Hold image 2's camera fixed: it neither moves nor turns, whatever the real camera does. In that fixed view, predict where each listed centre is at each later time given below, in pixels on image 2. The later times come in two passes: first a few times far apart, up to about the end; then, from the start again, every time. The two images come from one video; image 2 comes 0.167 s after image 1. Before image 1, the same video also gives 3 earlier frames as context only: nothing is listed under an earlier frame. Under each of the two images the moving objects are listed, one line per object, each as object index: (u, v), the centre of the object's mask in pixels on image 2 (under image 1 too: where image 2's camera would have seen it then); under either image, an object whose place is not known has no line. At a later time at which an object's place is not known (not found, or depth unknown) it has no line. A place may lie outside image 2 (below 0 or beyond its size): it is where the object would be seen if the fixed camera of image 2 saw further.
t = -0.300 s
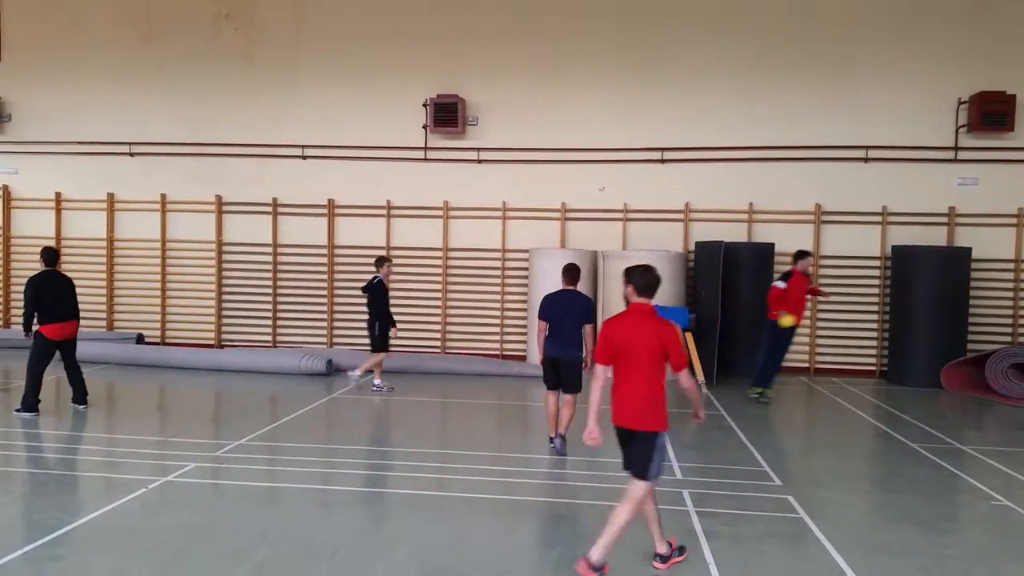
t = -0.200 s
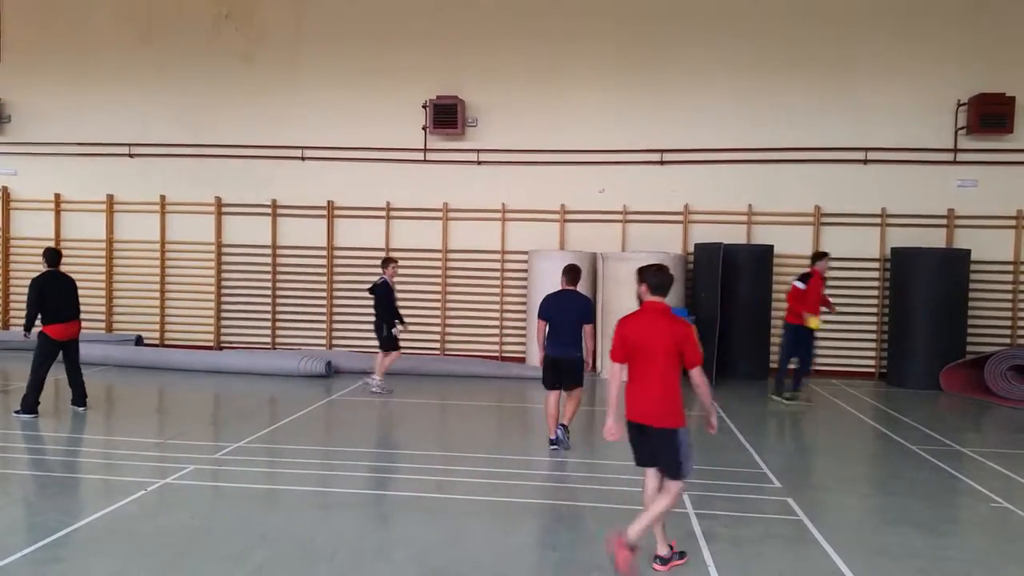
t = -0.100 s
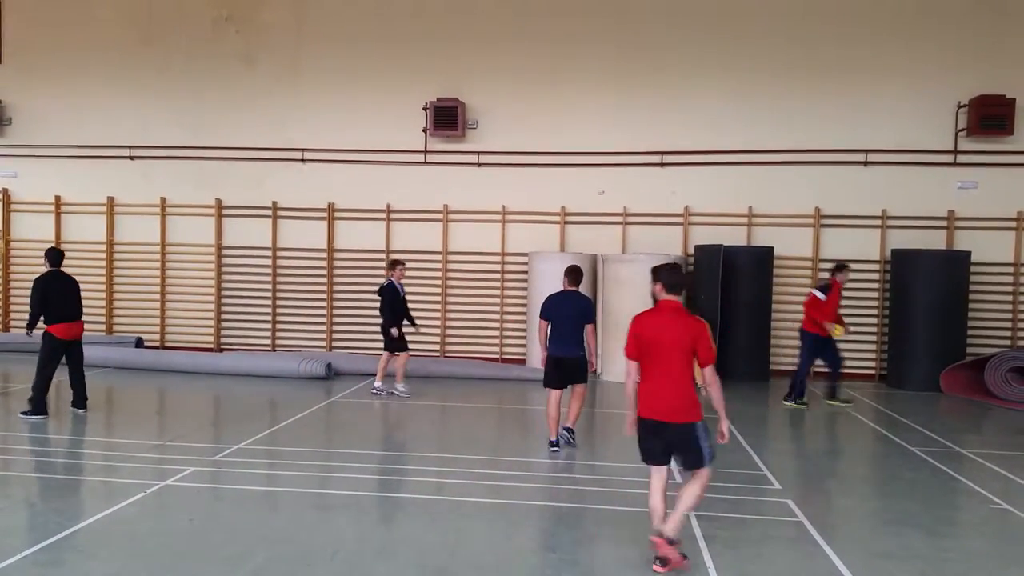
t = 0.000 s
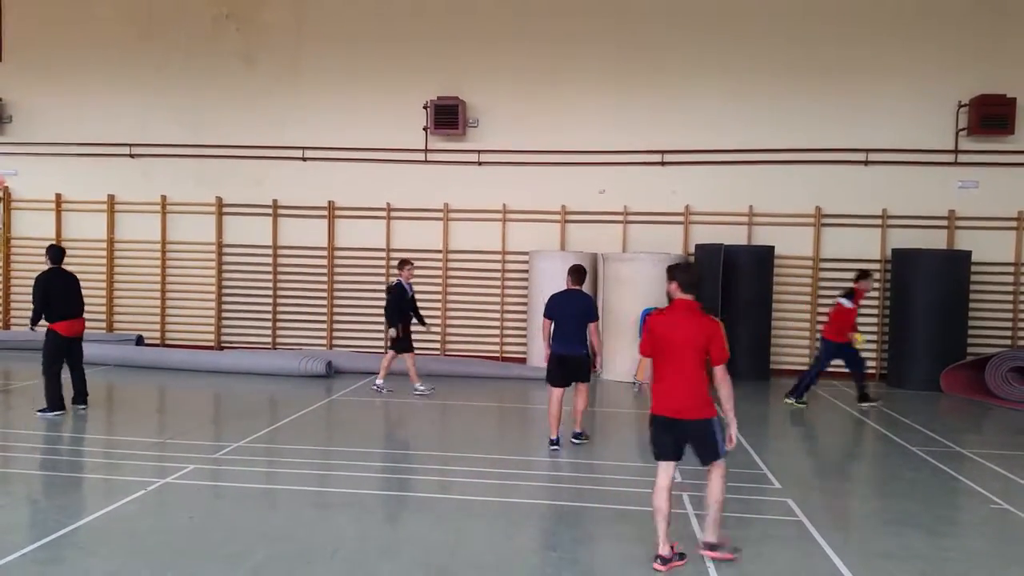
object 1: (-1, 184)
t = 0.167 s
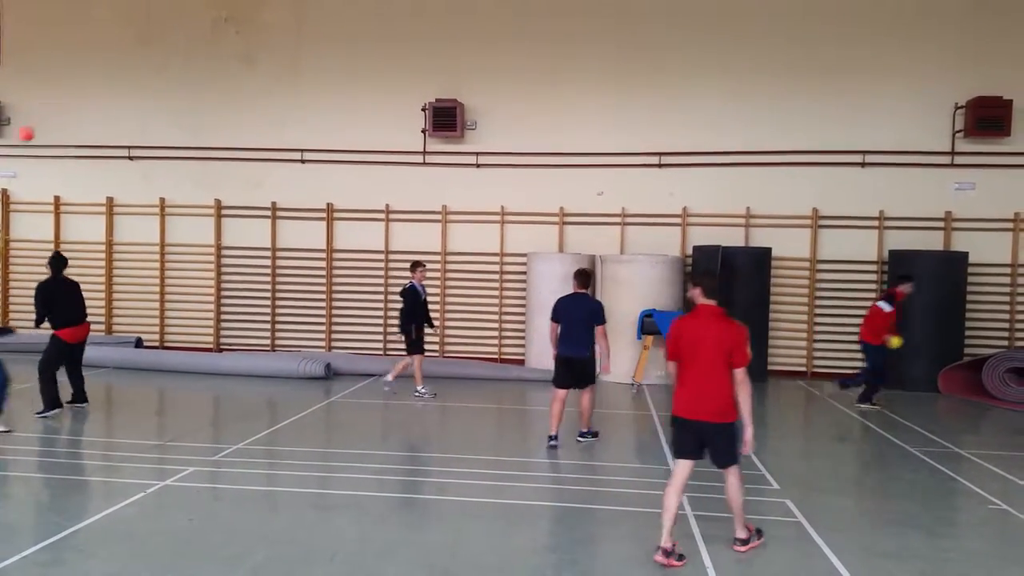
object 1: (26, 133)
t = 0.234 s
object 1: (38, 119)
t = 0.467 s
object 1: (85, 100)
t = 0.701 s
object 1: (137, 132)
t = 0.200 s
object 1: (31, 126)
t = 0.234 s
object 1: (38, 119)
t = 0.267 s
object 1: (44, 114)
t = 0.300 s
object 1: (50, 109)
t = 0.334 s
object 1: (57, 105)
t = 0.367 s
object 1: (64, 102)
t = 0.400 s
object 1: (71, 100)
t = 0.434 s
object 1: (77, 99)
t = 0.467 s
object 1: (85, 100)
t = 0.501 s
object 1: (92, 101)
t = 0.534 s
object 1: (99, 103)
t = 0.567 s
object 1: (107, 107)
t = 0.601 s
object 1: (114, 111)
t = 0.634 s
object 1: (122, 117)
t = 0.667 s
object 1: (130, 124)
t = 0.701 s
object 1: (137, 132)
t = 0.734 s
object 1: (145, 141)
